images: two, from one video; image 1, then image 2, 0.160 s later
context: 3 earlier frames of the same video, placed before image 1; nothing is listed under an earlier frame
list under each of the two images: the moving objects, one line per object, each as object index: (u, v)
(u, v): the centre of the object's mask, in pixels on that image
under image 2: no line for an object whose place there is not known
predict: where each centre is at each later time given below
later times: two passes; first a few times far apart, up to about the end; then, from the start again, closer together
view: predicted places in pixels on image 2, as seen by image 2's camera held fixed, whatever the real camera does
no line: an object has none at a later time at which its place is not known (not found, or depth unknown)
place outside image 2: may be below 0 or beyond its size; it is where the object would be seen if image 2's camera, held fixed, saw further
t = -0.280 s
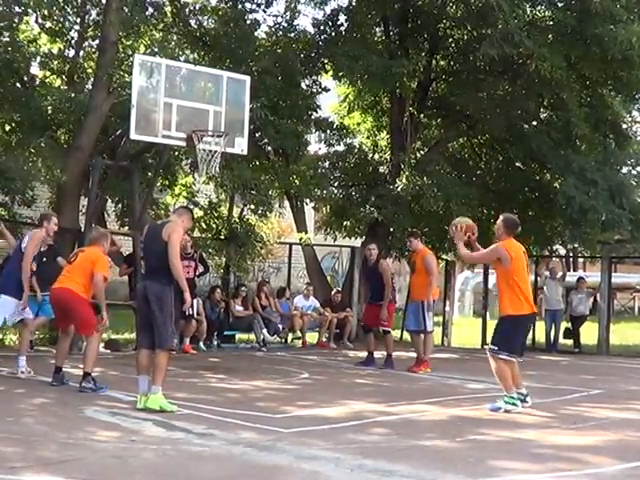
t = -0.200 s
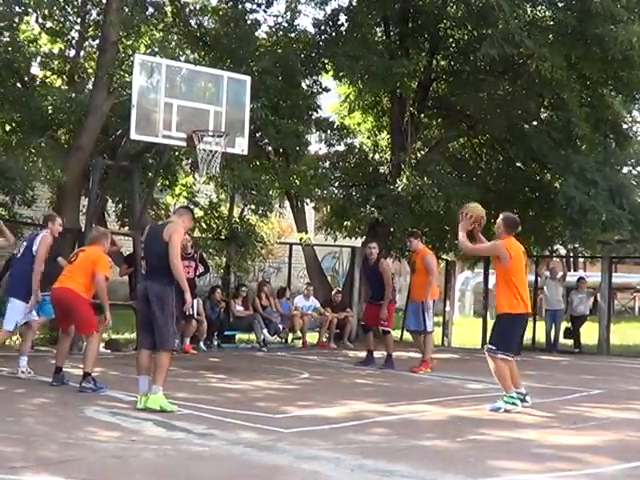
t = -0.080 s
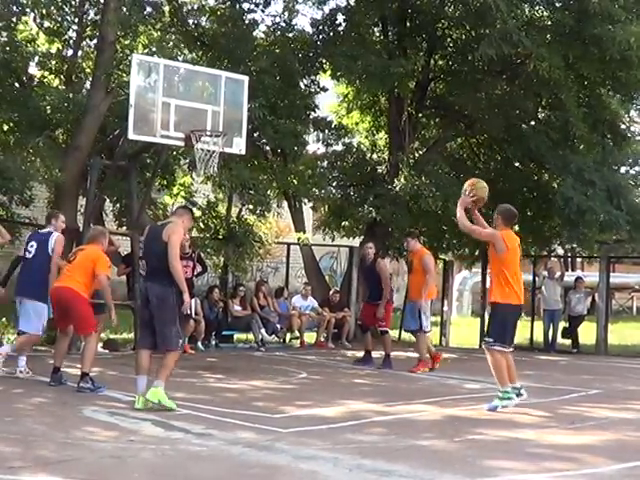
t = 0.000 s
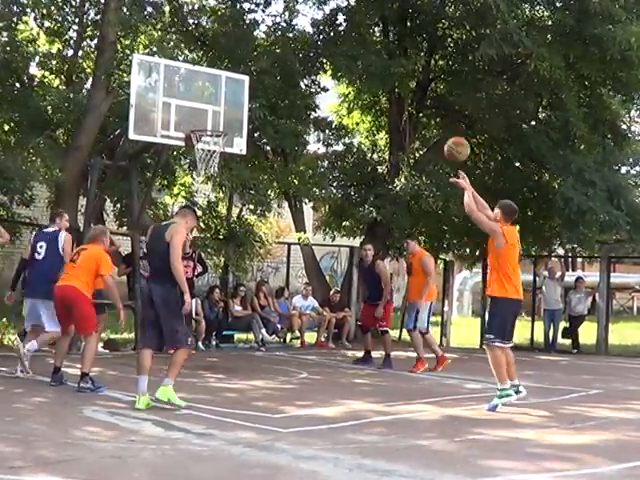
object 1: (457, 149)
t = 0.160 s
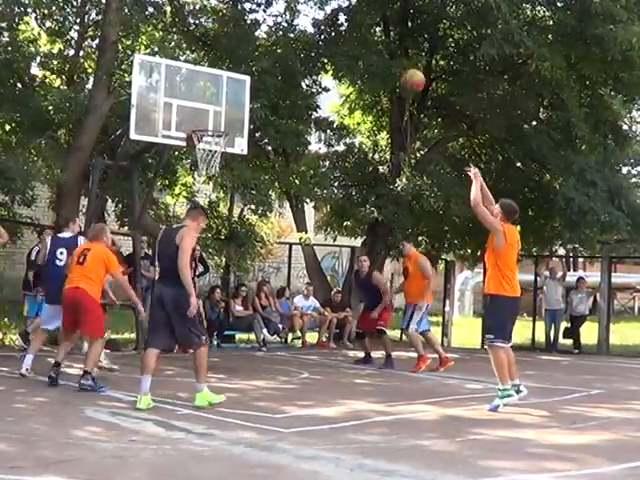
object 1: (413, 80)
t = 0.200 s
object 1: (402, 68)
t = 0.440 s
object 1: (343, 28)
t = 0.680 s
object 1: (289, 39)
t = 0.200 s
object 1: (402, 68)
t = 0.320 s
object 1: (372, 41)
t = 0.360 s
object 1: (362, 35)
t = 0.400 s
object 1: (352, 31)
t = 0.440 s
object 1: (343, 28)
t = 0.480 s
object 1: (334, 26)
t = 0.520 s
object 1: (325, 27)
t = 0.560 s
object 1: (314, 28)
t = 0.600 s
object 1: (308, 30)
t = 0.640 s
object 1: (298, 34)
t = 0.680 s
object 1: (289, 39)
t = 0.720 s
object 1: (282, 44)
